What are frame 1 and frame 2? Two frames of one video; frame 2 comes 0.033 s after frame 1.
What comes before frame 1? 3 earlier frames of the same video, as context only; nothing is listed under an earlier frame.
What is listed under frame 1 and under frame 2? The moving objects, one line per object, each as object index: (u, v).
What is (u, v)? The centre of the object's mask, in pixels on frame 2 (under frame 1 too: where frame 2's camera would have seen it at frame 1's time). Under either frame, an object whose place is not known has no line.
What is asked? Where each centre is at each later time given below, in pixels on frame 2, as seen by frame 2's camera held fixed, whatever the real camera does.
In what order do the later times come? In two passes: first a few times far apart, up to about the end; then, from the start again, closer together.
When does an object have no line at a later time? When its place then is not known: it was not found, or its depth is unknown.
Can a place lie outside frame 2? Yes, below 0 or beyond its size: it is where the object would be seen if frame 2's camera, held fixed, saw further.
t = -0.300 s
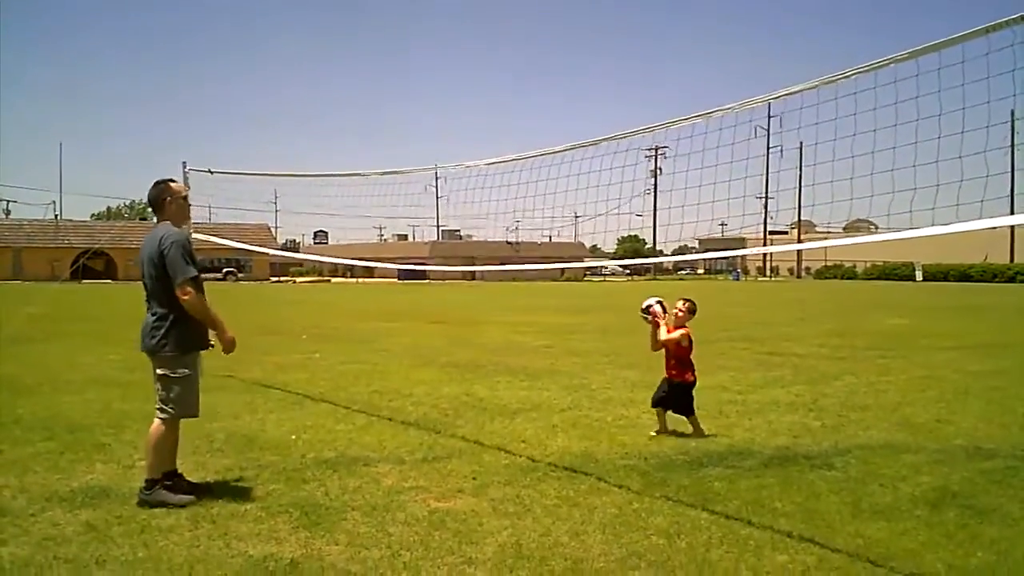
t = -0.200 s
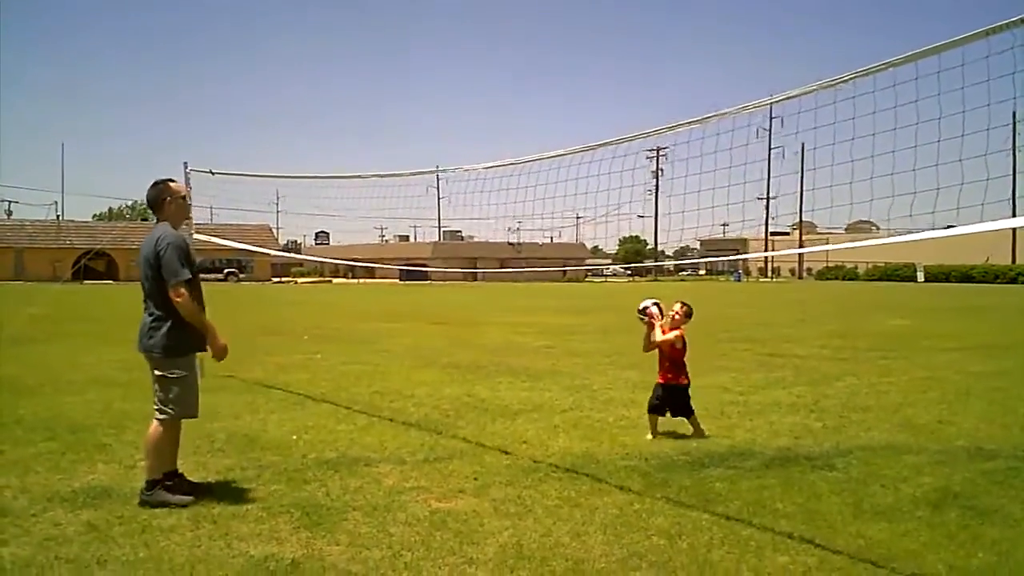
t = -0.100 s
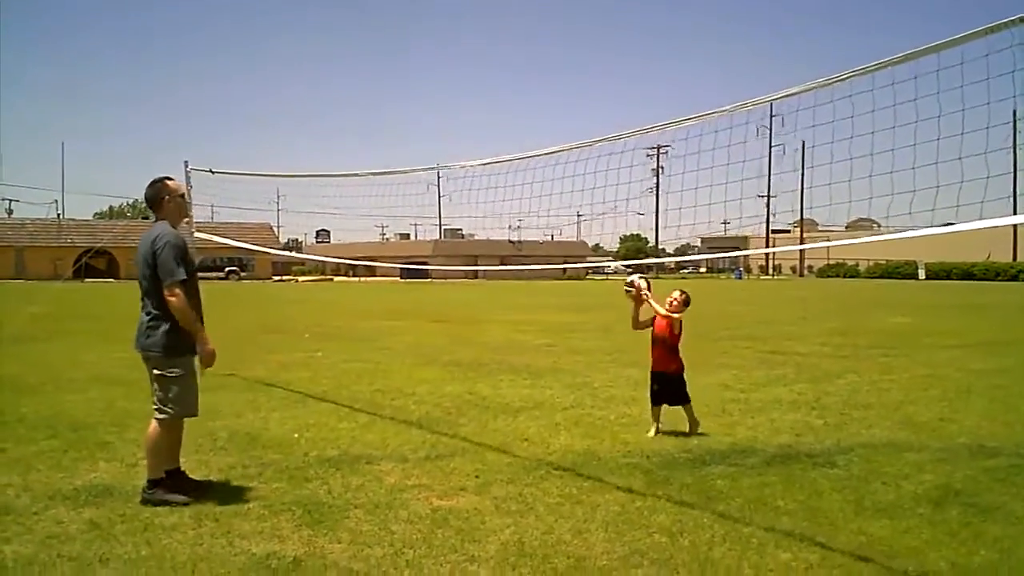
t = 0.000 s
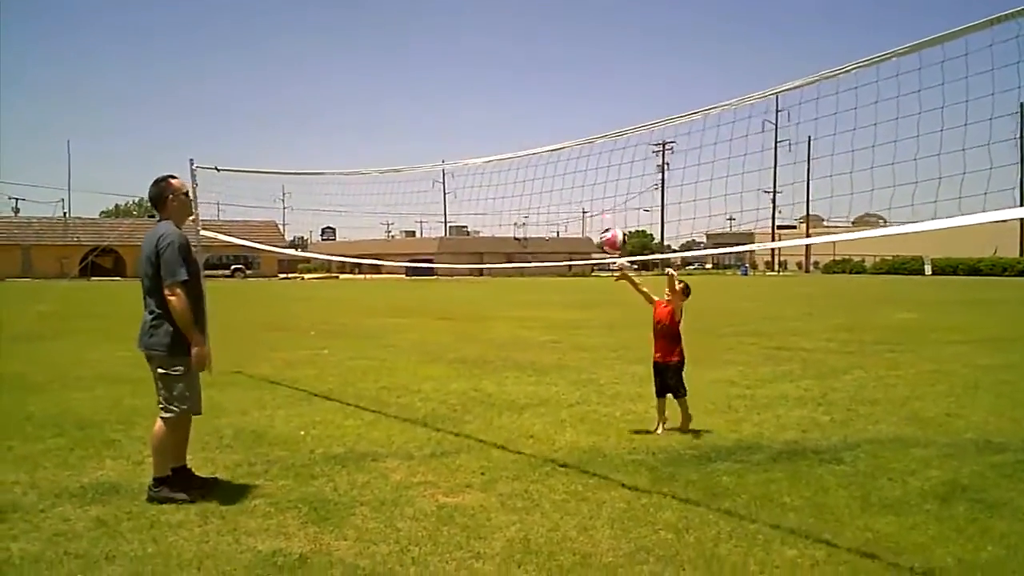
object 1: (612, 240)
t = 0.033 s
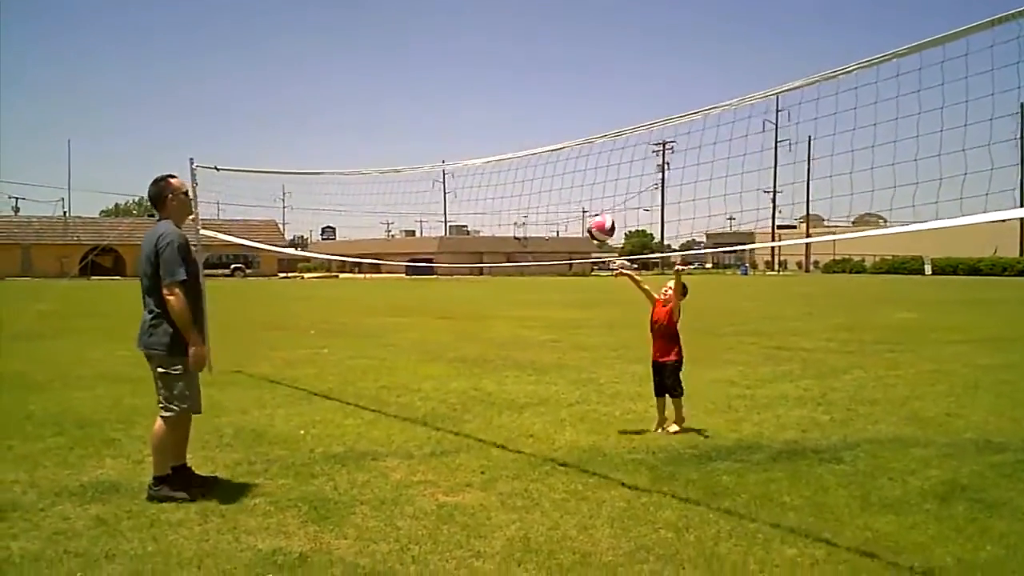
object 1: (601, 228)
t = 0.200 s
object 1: (542, 184)
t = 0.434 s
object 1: (463, 189)
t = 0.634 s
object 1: (461, 250)
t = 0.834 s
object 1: (491, 264)
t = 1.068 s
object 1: (533, 318)
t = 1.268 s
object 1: (568, 419)
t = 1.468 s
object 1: (595, 369)
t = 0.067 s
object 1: (589, 217)
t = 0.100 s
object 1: (577, 207)
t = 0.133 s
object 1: (566, 198)
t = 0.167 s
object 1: (554, 190)
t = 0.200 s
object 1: (542, 184)
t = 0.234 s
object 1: (530, 180)
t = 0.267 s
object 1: (517, 177)
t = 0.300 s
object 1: (504, 176)
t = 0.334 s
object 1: (491, 176)
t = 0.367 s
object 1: (480, 179)
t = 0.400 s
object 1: (471, 183)
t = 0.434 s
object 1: (463, 189)
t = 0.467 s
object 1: (457, 199)
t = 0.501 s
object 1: (453, 208)
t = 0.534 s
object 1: (452, 221)
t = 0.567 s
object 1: (453, 232)
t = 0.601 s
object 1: (457, 243)
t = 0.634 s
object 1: (461, 250)
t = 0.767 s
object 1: (480, 262)
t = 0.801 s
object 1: (486, 263)
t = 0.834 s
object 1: (491, 264)
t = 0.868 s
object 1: (497, 267)
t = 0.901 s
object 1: (504, 274)
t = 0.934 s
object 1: (510, 279)
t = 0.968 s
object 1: (516, 286)
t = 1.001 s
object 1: (522, 295)
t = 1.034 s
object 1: (528, 305)
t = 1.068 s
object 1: (533, 318)
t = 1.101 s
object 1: (539, 332)
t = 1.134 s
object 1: (545, 346)
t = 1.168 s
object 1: (551, 362)
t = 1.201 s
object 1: (556, 380)
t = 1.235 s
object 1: (562, 399)
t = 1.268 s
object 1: (568, 419)
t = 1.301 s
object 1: (574, 434)
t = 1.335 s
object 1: (578, 418)
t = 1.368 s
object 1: (582, 404)
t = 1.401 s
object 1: (587, 391)
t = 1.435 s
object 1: (591, 379)
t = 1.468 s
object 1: (595, 369)
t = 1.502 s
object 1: (599, 360)
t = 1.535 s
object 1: (603, 353)
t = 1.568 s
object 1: (608, 348)
